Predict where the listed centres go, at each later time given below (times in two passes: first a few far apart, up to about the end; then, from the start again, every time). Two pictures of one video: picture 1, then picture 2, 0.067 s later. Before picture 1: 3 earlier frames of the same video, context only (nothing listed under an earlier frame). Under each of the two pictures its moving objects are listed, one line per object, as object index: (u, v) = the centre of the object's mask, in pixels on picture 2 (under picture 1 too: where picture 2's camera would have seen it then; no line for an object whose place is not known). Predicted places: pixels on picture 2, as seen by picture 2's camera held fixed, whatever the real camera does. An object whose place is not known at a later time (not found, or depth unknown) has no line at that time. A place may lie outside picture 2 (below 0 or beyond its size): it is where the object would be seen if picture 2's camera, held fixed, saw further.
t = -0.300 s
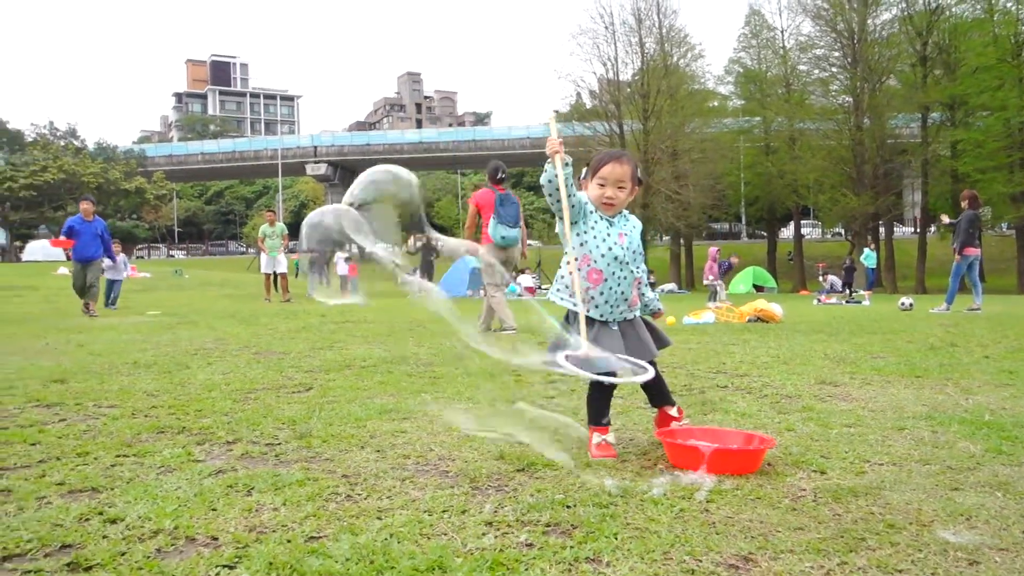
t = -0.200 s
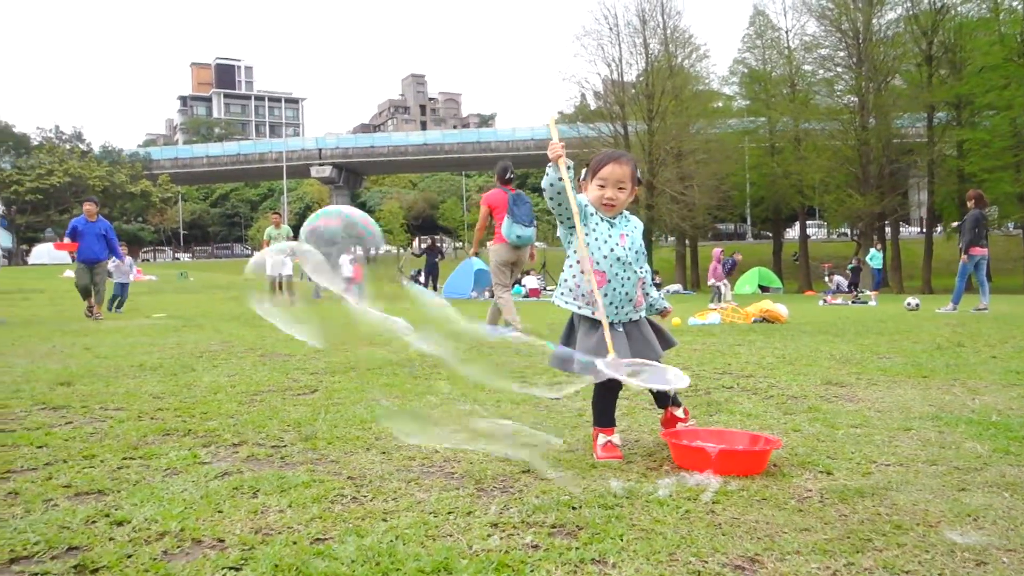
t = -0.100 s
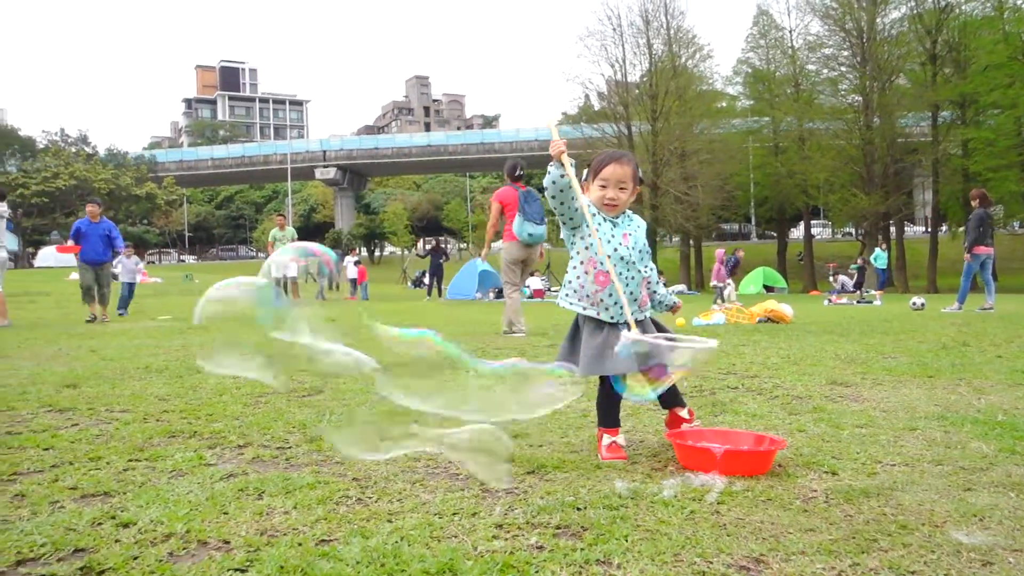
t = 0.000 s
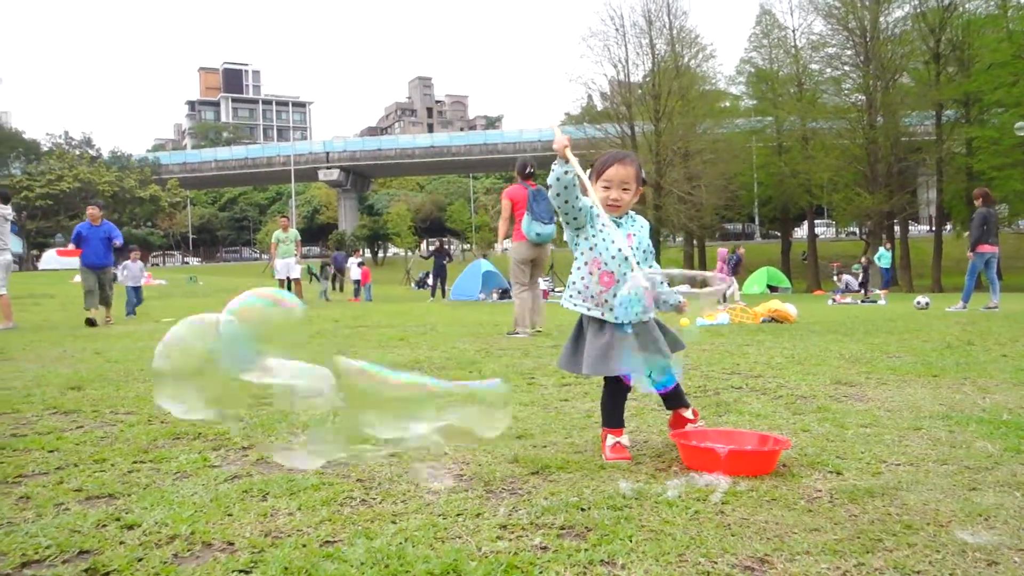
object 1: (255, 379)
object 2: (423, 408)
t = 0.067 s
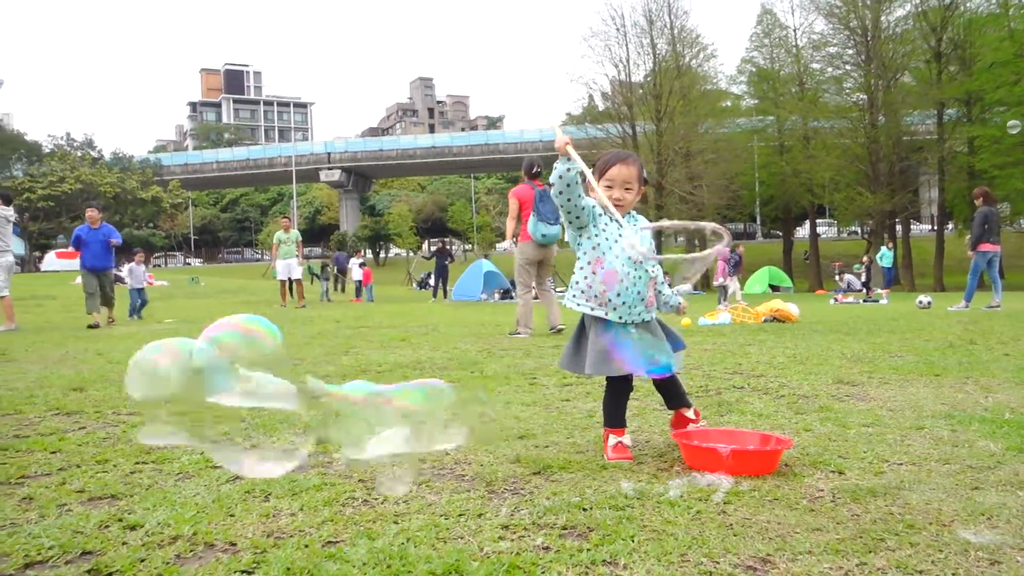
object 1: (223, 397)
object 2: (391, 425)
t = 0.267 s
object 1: (110, 443)
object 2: (283, 460)
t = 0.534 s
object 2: (120, 517)
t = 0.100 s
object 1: (209, 407)
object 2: (372, 431)
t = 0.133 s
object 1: (190, 415)
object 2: (355, 435)
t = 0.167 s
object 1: (175, 422)
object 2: (336, 441)
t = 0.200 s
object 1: (154, 429)
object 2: (321, 450)
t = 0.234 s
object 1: (134, 435)
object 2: (301, 455)
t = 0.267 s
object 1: (110, 443)
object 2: (283, 460)
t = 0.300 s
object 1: (96, 451)
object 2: (266, 470)
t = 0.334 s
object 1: (83, 457)
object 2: (246, 478)
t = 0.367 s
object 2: (226, 484)
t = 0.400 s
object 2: (206, 489)
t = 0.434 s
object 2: (190, 495)
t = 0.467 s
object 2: (165, 503)
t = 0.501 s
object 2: (143, 510)
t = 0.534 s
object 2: (120, 517)
